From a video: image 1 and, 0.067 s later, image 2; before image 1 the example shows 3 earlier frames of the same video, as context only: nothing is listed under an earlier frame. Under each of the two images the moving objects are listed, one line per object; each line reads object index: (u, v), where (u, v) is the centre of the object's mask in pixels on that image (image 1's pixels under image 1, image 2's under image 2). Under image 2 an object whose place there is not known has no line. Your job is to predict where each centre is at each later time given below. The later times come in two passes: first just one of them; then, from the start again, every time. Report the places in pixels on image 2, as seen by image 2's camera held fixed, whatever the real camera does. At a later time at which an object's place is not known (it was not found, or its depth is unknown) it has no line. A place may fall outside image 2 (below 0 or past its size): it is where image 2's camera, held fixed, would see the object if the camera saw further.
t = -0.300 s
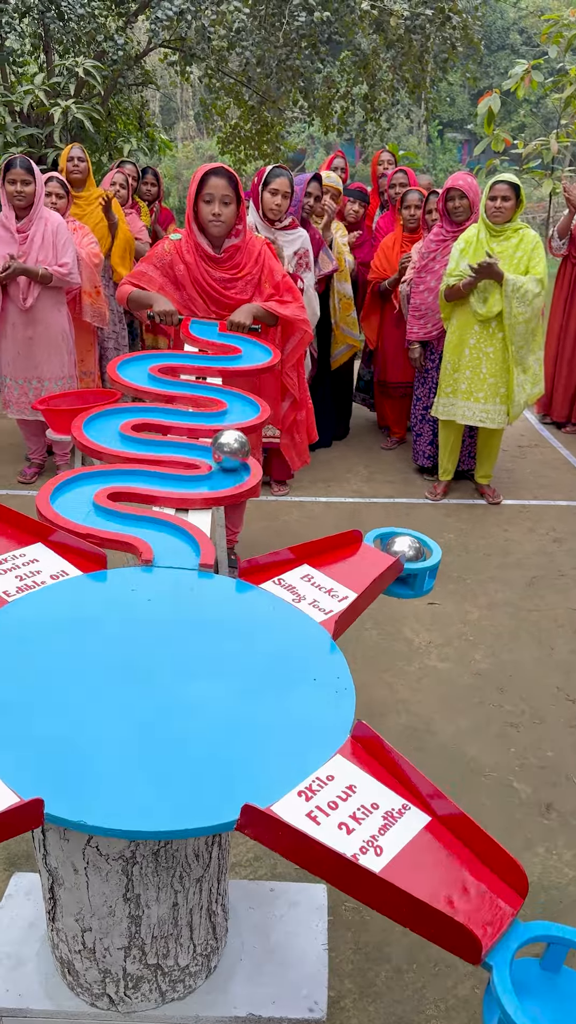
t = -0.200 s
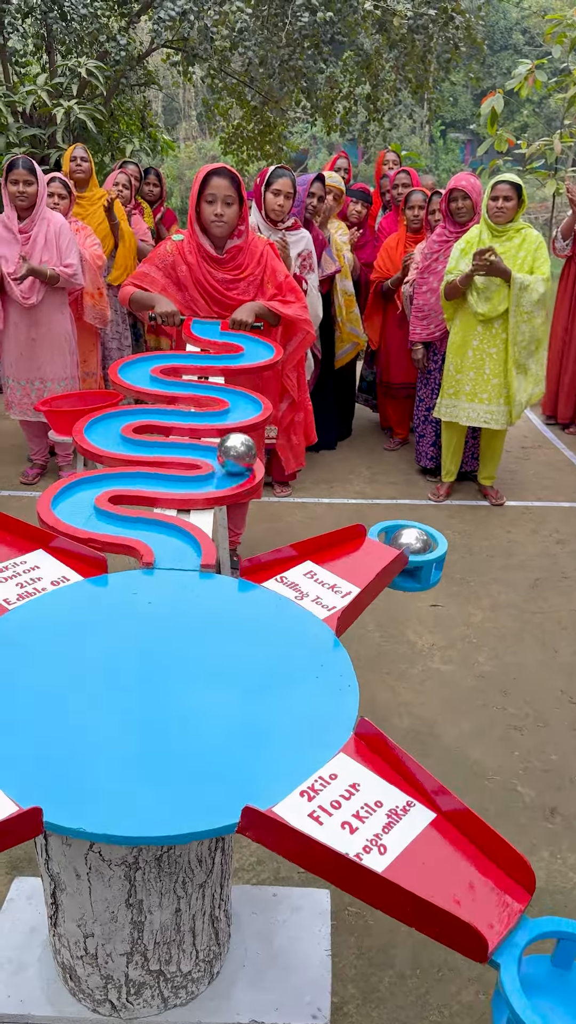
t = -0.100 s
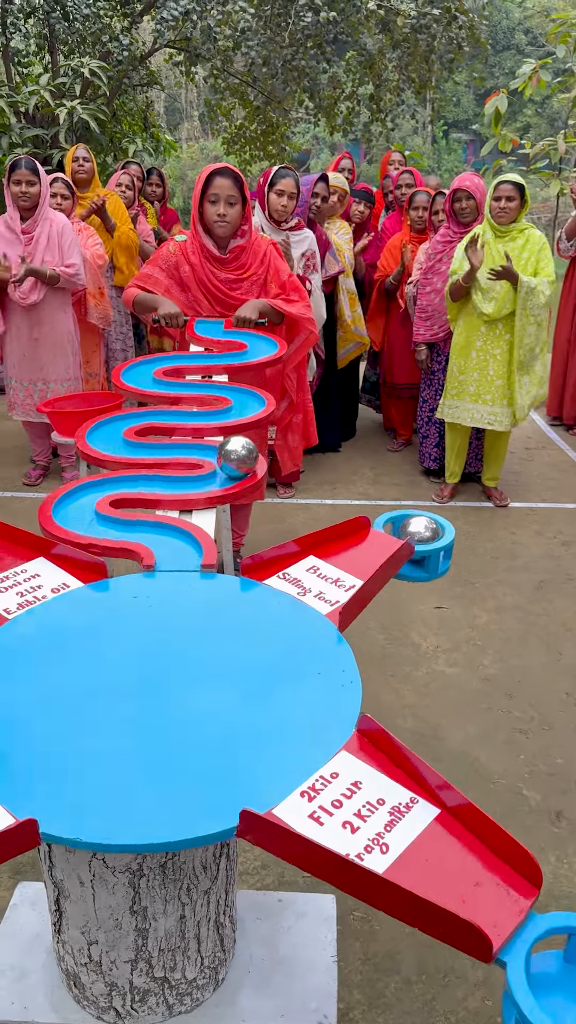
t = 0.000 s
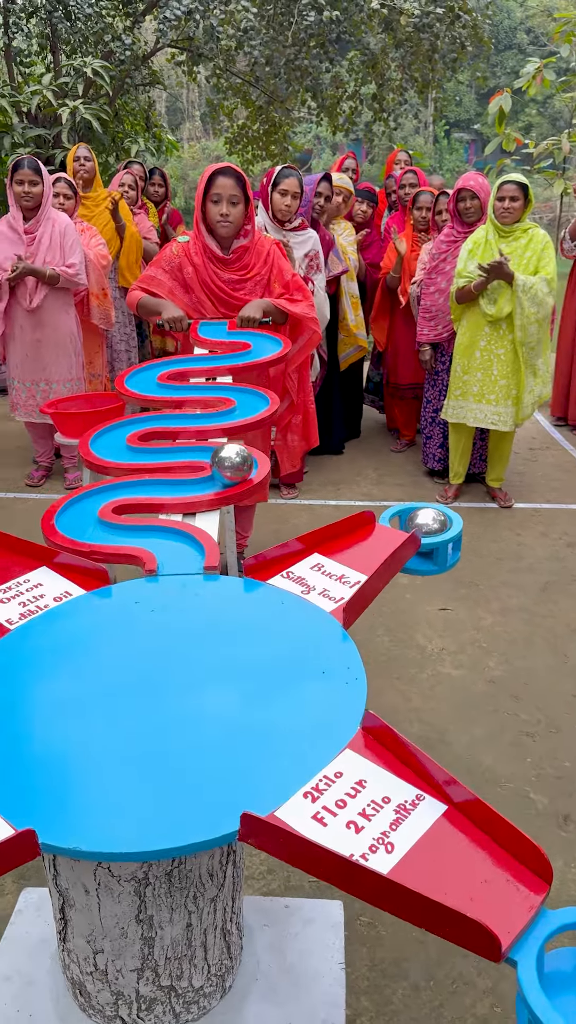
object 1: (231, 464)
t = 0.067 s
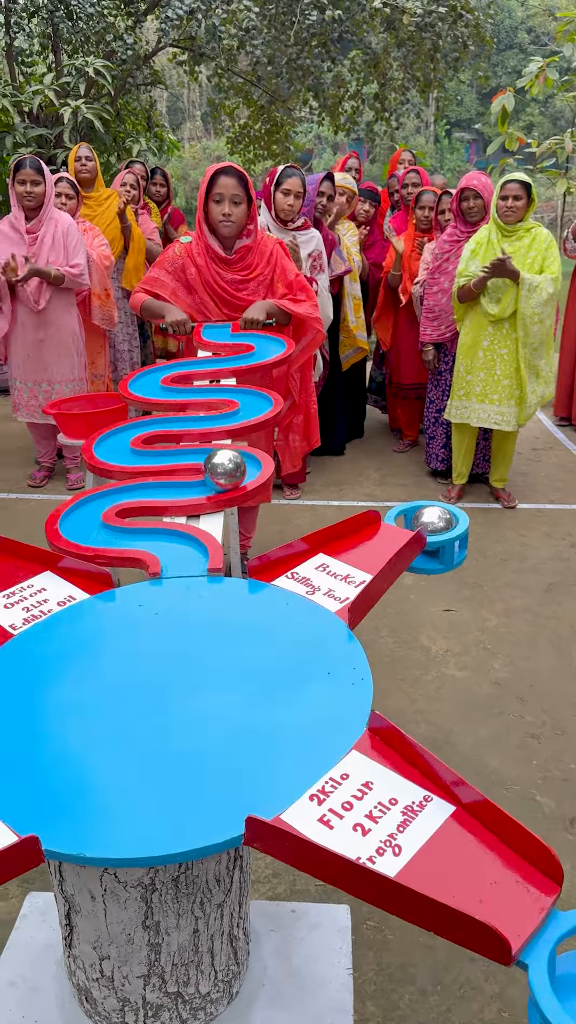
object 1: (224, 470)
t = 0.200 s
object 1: (192, 478)
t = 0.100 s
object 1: (217, 472)
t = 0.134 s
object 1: (209, 474)
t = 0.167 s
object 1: (201, 476)
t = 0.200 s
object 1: (192, 478)
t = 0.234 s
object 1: (183, 480)
